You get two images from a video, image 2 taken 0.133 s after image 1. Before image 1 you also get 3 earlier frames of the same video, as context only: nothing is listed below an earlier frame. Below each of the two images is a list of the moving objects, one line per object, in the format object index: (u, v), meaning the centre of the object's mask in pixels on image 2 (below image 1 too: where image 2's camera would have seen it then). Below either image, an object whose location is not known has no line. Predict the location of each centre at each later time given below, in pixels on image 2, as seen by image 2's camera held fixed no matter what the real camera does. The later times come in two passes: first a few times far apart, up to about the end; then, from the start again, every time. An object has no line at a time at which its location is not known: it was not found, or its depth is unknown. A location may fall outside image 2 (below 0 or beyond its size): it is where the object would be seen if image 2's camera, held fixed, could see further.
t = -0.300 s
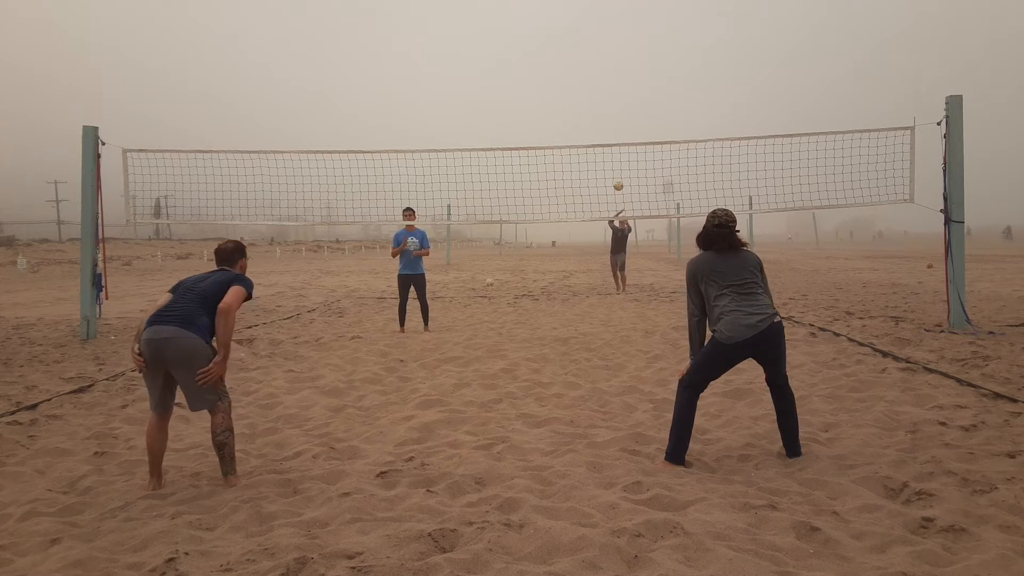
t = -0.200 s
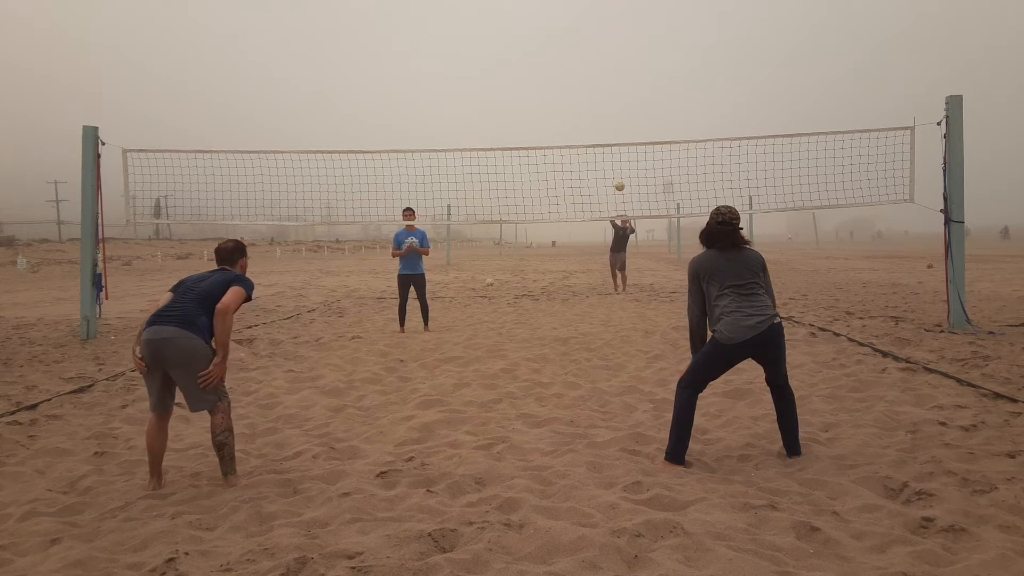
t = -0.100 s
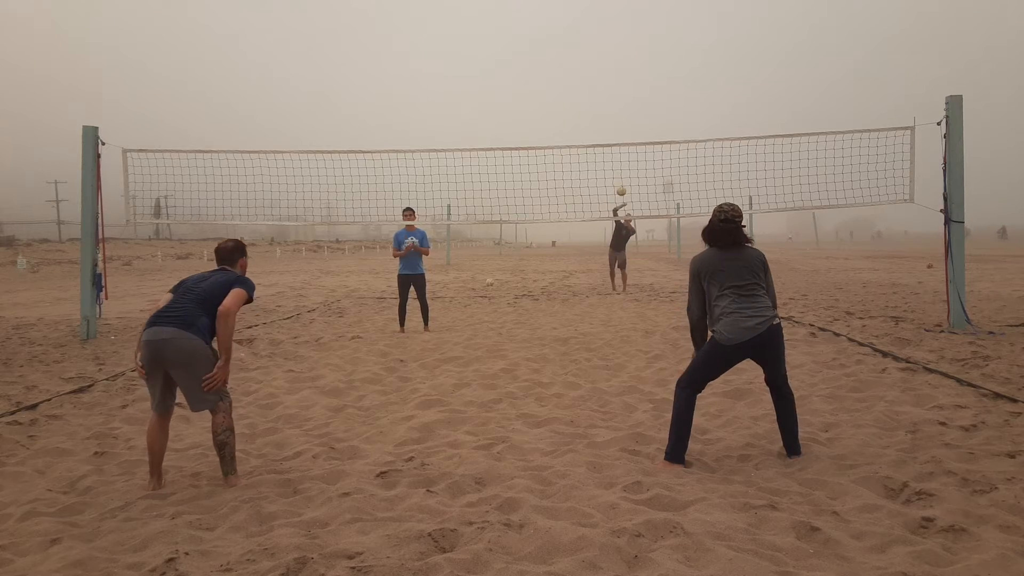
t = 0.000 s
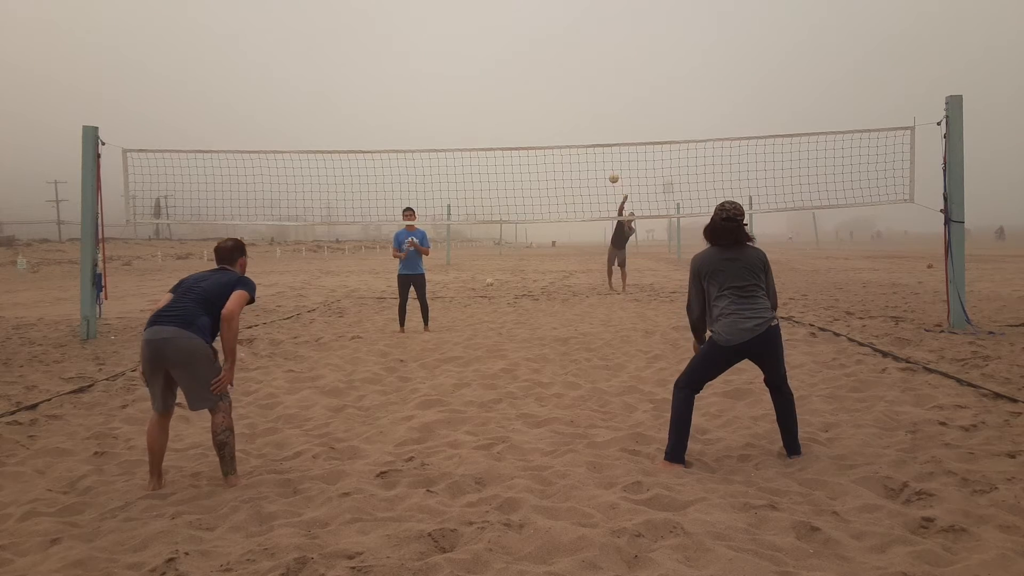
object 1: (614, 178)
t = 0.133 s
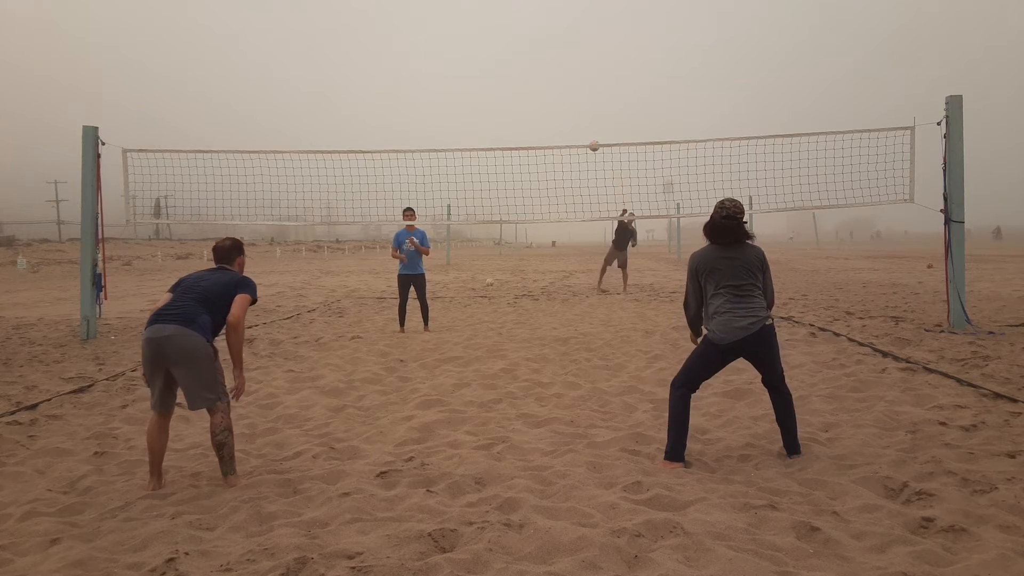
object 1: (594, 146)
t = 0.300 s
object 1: (564, 111)
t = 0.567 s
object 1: (499, 75)
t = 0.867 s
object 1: (381, 79)
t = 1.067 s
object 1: (256, 145)
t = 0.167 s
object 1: (589, 138)
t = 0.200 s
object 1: (583, 131)
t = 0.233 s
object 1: (577, 124)
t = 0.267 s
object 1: (570, 117)
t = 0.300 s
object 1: (564, 111)
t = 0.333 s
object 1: (557, 105)
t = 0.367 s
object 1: (549, 100)
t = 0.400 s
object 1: (542, 95)
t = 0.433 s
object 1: (534, 90)
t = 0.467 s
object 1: (526, 86)
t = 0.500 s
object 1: (517, 82)
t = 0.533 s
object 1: (508, 78)
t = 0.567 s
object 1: (499, 75)
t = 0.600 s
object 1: (489, 72)
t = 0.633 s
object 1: (479, 70)
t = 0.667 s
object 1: (468, 68)
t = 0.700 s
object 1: (455, 67)
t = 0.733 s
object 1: (443, 68)
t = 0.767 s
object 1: (429, 69)
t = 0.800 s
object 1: (414, 71)
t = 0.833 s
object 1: (398, 75)
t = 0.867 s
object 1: (381, 79)
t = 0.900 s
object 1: (363, 86)
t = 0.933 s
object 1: (344, 94)
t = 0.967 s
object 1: (324, 104)
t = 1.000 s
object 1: (303, 116)
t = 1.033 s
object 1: (281, 130)
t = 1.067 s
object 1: (256, 145)
